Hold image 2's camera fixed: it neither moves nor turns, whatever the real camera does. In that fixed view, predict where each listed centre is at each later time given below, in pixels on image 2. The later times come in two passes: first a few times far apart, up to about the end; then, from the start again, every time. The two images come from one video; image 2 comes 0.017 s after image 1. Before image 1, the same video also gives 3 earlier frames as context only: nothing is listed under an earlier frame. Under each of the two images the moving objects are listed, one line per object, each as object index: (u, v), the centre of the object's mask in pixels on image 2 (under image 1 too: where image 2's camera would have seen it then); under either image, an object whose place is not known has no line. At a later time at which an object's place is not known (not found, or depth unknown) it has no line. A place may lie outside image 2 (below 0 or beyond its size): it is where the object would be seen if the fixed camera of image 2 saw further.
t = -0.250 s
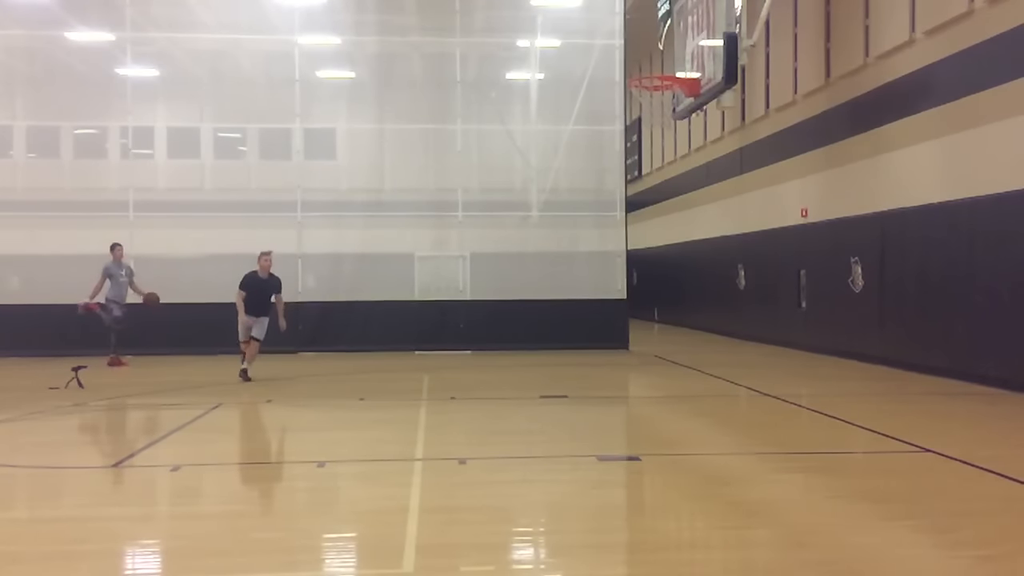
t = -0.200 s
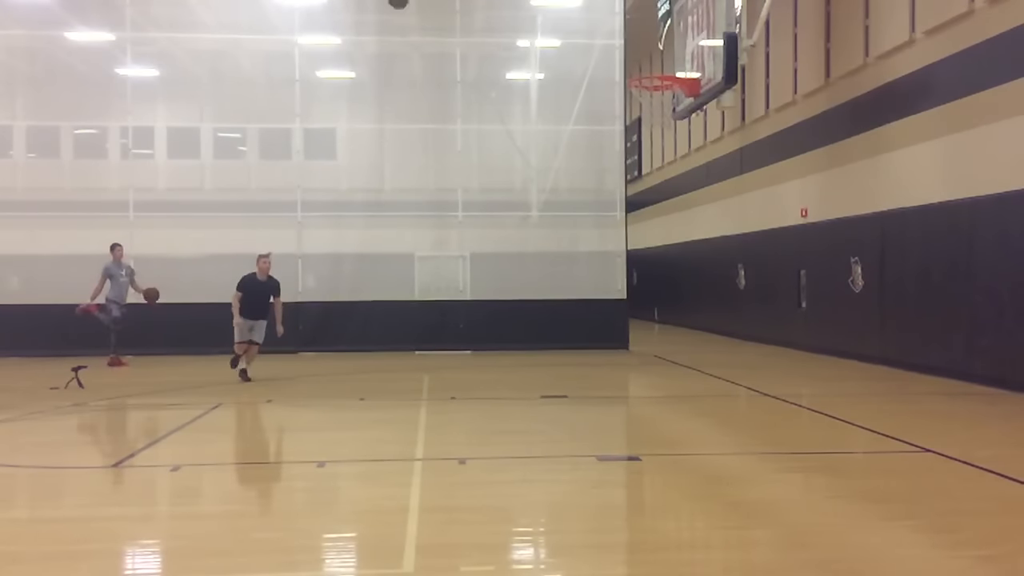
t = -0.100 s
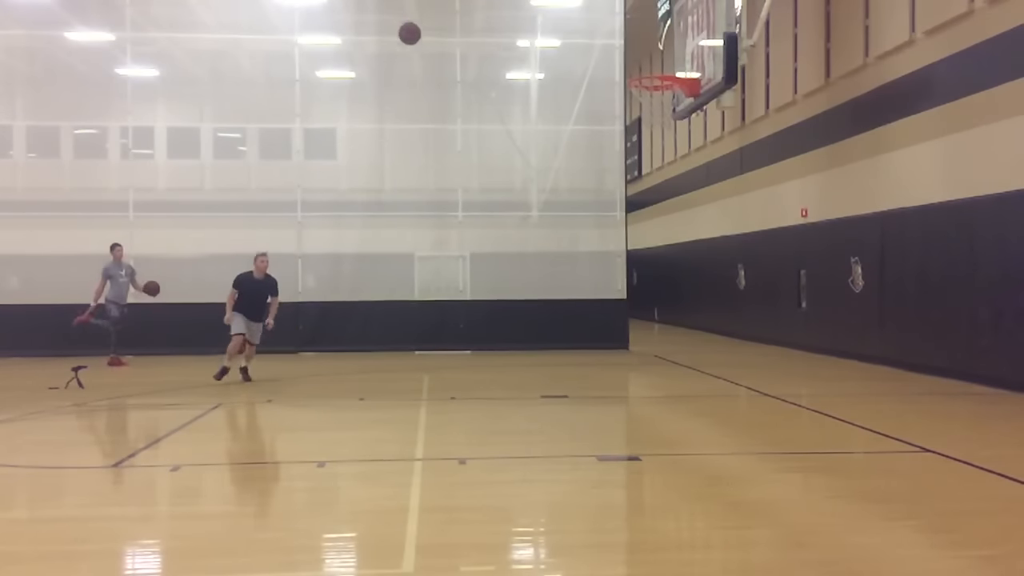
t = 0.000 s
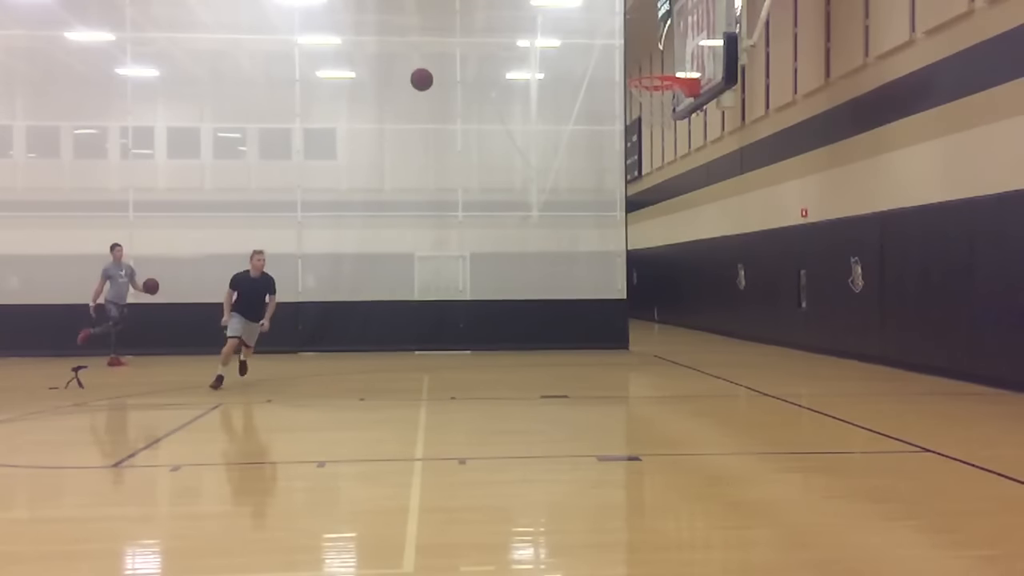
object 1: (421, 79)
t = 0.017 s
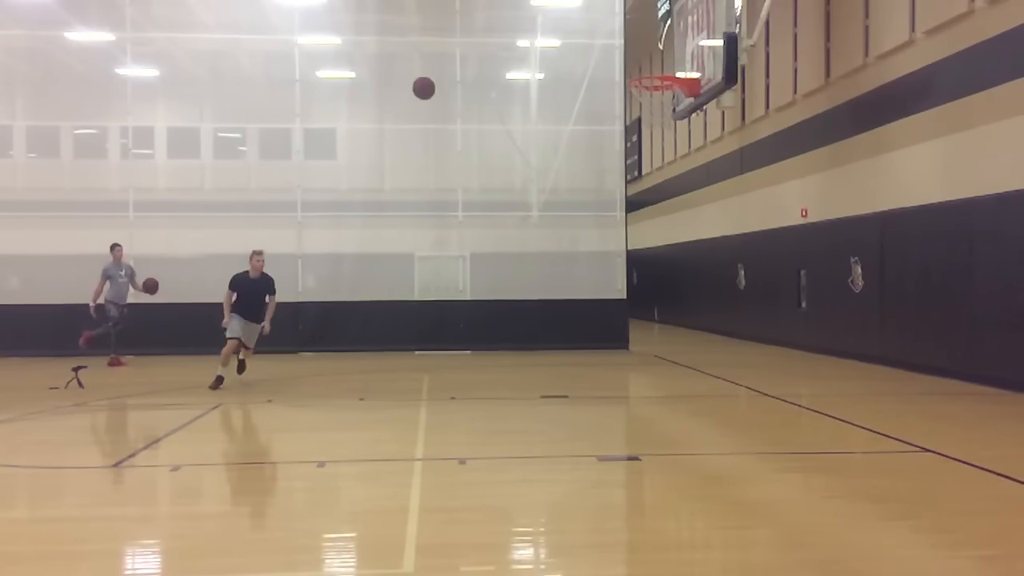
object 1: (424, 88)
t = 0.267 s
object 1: (457, 256)
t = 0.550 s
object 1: (481, 320)
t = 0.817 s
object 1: (486, 192)
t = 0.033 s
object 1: (426, 97)
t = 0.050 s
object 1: (428, 106)
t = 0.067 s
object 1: (430, 116)
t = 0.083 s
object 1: (432, 126)
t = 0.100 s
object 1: (434, 136)
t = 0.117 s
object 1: (436, 146)
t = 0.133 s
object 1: (439, 157)
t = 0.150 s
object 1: (441, 168)
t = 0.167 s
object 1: (443, 180)
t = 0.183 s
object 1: (445, 191)
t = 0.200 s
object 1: (447, 204)
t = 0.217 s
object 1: (450, 216)
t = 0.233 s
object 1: (452, 229)
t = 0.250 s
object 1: (455, 242)
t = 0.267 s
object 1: (457, 256)
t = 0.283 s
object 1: (459, 270)
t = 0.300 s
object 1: (461, 284)
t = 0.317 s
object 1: (464, 297)
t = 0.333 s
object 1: (467, 314)
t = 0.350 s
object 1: (469, 328)
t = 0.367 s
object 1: (472, 344)
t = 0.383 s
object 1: (473, 360)
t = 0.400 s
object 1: (476, 377)
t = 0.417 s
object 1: (478, 393)
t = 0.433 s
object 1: (479, 398)
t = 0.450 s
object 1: (480, 386)
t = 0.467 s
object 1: (480, 375)
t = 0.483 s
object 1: (480, 364)
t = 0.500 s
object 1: (480, 352)
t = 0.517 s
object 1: (480, 341)
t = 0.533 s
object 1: (480, 331)
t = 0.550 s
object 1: (481, 320)
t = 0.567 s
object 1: (482, 311)
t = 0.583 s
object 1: (482, 300)
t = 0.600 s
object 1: (482, 293)
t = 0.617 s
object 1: (482, 282)
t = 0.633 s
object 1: (483, 273)
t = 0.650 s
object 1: (483, 264)
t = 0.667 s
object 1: (483, 256)
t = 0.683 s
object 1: (484, 248)
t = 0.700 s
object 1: (484, 240)
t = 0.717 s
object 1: (484, 232)
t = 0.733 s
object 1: (485, 225)
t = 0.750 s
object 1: (485, 218)
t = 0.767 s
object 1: (485, 211)
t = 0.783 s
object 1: (485, 205)
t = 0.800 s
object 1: (486, 198)
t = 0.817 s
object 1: (486, 192)
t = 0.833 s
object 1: (486, 187)
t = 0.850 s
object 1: (486, 181)
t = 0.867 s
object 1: (487, 176)
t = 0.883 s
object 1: (487, 171)
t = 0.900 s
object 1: (487, 167)
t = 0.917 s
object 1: (488, 162)
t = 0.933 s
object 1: (488, 158)
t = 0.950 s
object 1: (488, 154)
